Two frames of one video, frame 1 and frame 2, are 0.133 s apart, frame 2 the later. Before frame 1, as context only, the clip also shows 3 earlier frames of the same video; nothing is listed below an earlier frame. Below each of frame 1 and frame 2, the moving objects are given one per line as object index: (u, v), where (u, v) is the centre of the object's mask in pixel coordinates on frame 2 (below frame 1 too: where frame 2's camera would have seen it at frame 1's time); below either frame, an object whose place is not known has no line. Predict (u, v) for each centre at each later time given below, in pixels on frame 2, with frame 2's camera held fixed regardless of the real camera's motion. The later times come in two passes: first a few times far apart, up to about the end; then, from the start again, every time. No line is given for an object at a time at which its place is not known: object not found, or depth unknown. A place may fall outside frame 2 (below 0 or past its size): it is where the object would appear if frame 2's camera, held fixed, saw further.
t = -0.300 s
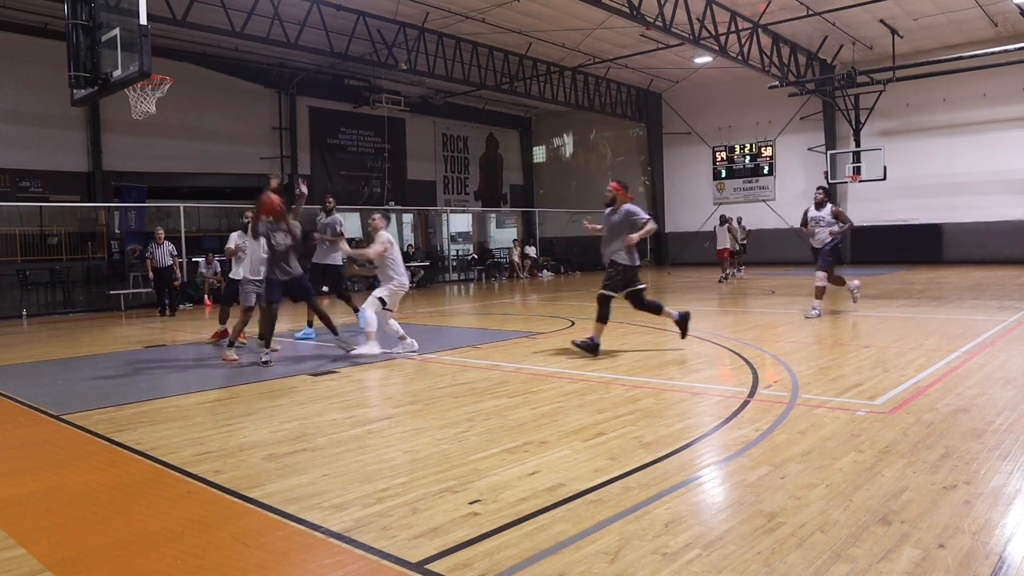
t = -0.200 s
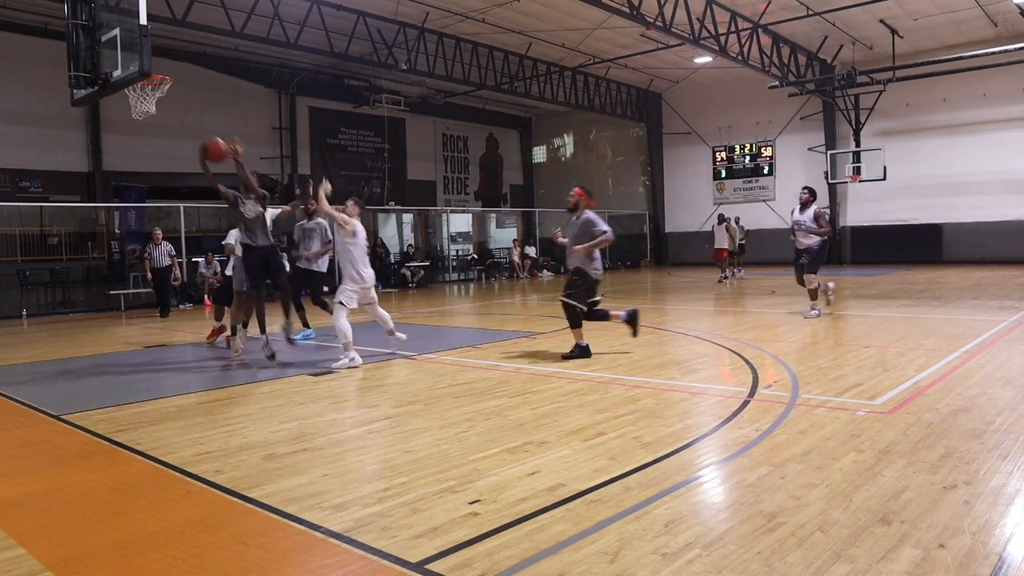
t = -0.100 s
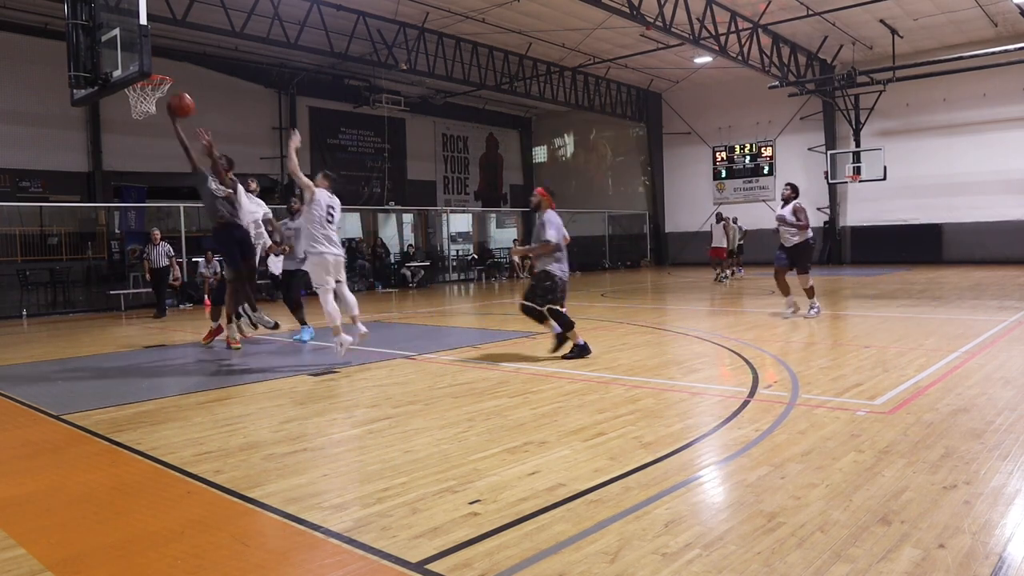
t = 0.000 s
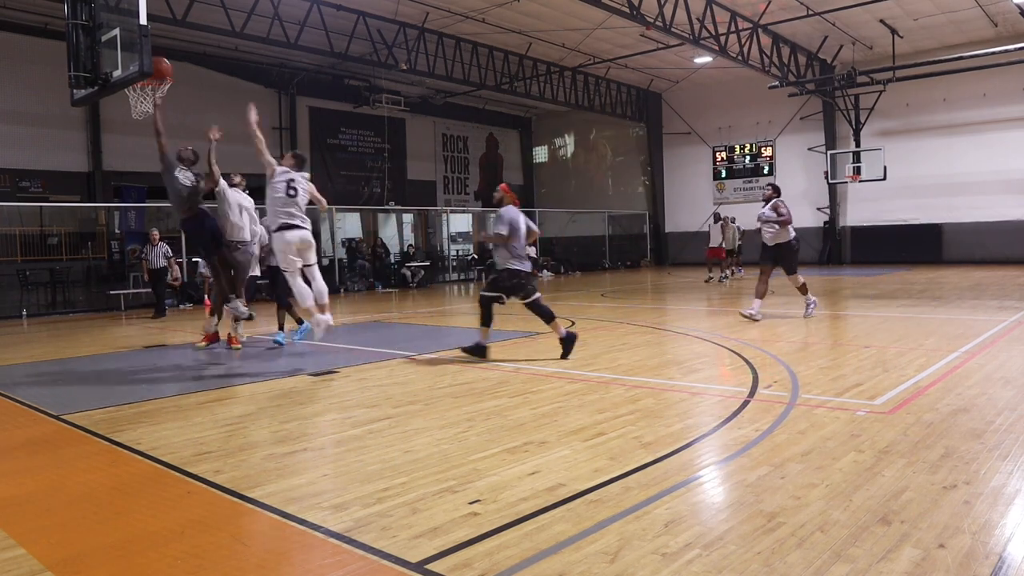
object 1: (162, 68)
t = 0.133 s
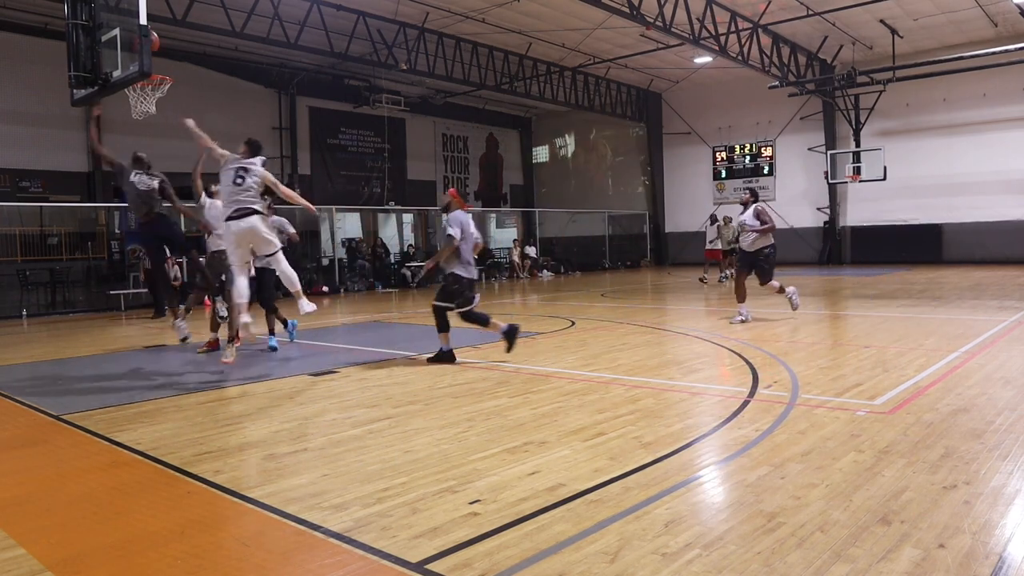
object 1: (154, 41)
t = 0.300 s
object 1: (158, 39)
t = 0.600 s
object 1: (149, 81)
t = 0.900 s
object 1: (151, 133)
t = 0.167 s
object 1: (155, 39)
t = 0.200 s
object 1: (155, 38)
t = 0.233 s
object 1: (156, 37)
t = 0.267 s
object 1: (157, 38)
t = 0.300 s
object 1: (158, 39)
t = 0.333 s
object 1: (158, 42)
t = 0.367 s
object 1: (159, 45)
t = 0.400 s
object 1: (160, 50)
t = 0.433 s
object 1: (161, 56)
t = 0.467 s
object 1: (162, 63)
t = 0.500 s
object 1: (164, 68)
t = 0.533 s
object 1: (162, 70)
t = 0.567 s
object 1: (158, 70)
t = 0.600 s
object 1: (149, 81)
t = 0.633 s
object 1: (139, 87)
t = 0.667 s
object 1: (136, 90)
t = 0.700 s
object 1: (137, 92)
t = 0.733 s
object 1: (138, 94)
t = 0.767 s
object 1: (140, 102)
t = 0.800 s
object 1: (142, 111)
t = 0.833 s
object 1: (147, 117)
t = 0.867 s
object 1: (149, 124)
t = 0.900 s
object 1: (151, 133)
